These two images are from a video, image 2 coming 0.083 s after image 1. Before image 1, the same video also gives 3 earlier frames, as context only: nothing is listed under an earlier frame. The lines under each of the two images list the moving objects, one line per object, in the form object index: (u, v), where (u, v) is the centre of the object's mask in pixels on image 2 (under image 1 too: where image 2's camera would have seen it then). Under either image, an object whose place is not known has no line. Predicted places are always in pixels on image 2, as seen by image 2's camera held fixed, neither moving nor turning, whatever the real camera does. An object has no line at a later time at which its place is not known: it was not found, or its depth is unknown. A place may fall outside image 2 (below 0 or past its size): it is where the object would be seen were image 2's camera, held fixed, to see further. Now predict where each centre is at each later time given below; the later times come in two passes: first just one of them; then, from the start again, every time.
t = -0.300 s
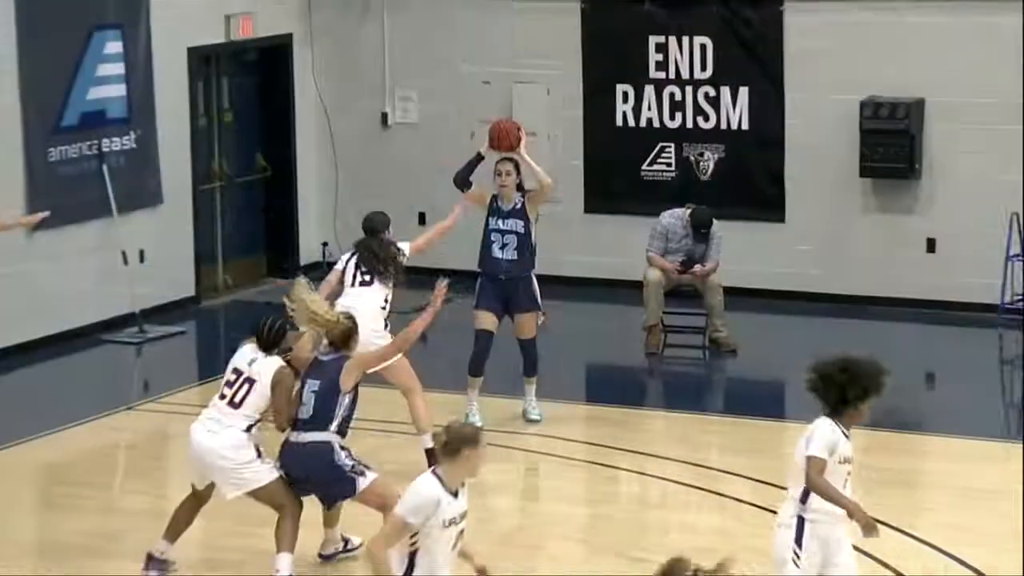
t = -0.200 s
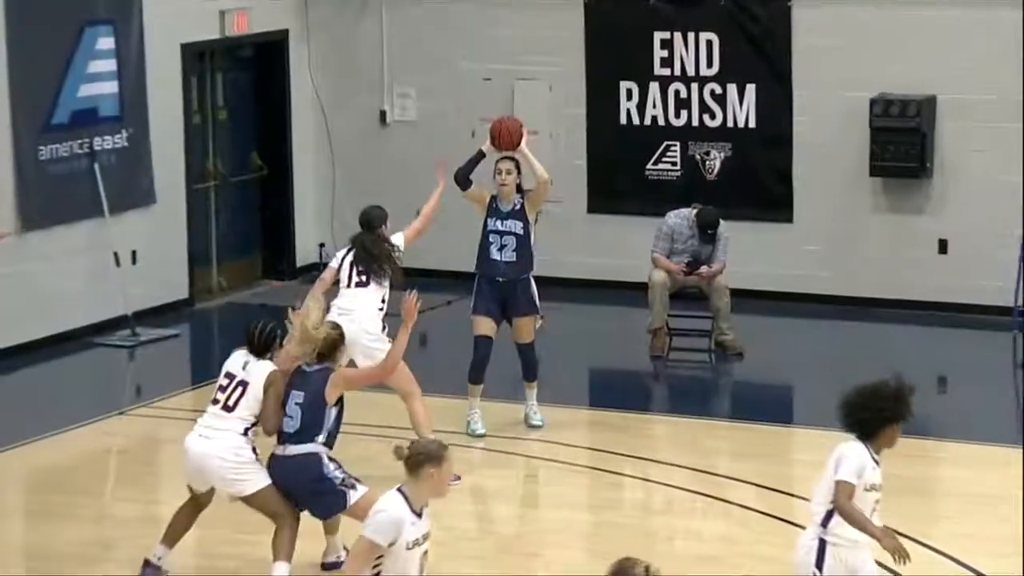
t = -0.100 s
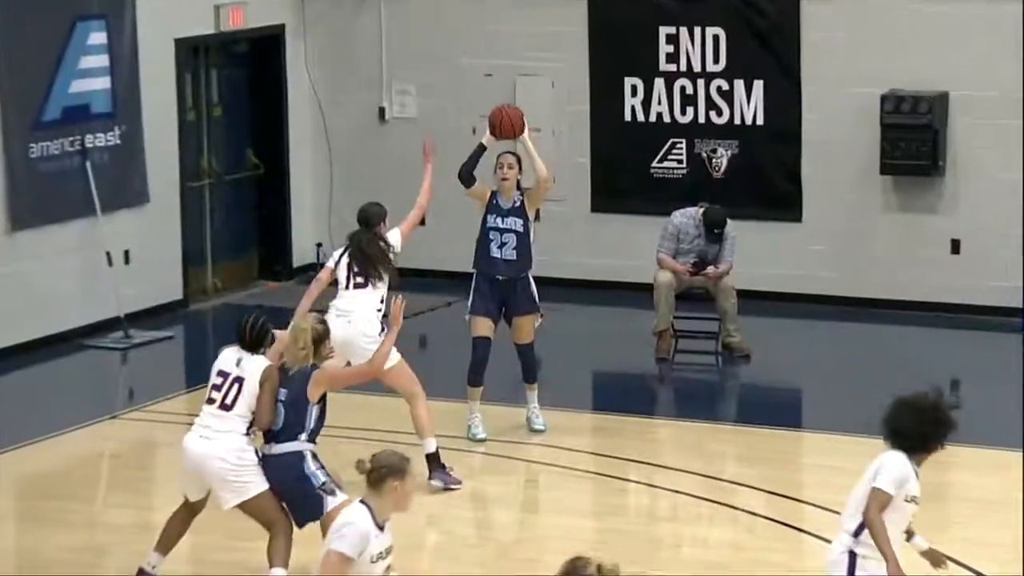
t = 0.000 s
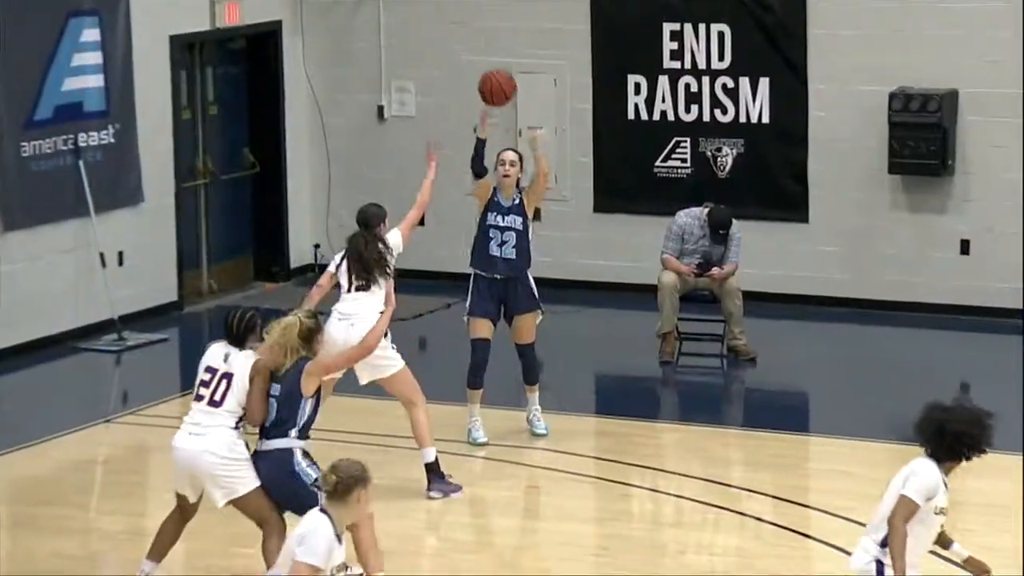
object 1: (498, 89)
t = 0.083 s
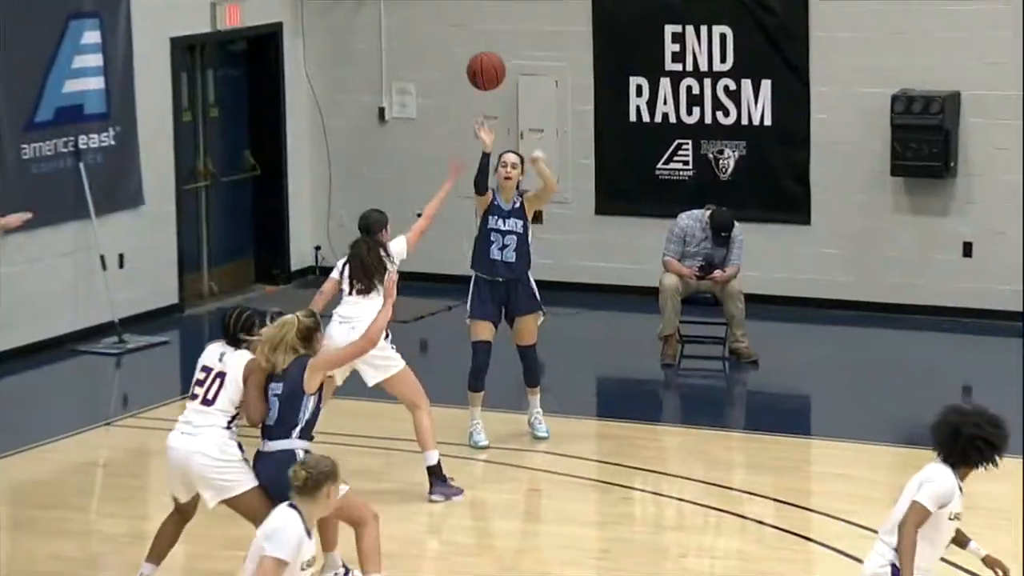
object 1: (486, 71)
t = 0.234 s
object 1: (463, 66)
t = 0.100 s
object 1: (483, 68)
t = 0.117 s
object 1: (481, 66)
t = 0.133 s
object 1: (479, 65)
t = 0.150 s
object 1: (476, 63)
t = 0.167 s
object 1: (474, 63)
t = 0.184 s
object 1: (471, 63)
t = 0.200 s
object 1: (468, 63)
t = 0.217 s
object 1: (466, 64)
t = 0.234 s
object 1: (463, 66)
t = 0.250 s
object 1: (460, 67)
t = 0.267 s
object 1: (458, 69)
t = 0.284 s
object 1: (456, 72)
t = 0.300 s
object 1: (453, 76)
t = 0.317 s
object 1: (451, 79)
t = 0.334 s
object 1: (448, 84)
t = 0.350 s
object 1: (446, 89)
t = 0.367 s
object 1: (443, 94)
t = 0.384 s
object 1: (441, 100)
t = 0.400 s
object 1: (438, 107)
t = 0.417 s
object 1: (435, 114)
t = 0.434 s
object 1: (431, 122)
